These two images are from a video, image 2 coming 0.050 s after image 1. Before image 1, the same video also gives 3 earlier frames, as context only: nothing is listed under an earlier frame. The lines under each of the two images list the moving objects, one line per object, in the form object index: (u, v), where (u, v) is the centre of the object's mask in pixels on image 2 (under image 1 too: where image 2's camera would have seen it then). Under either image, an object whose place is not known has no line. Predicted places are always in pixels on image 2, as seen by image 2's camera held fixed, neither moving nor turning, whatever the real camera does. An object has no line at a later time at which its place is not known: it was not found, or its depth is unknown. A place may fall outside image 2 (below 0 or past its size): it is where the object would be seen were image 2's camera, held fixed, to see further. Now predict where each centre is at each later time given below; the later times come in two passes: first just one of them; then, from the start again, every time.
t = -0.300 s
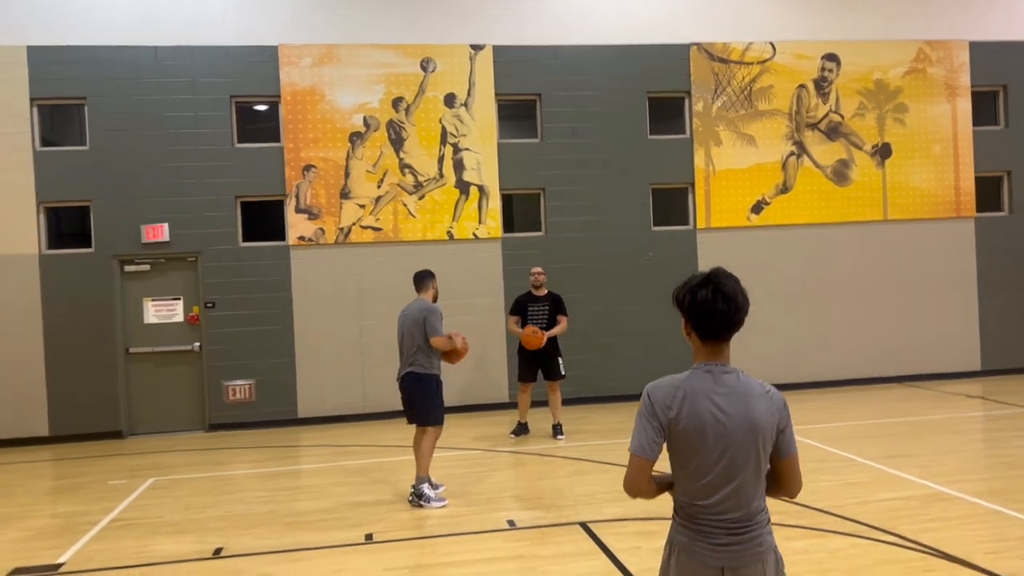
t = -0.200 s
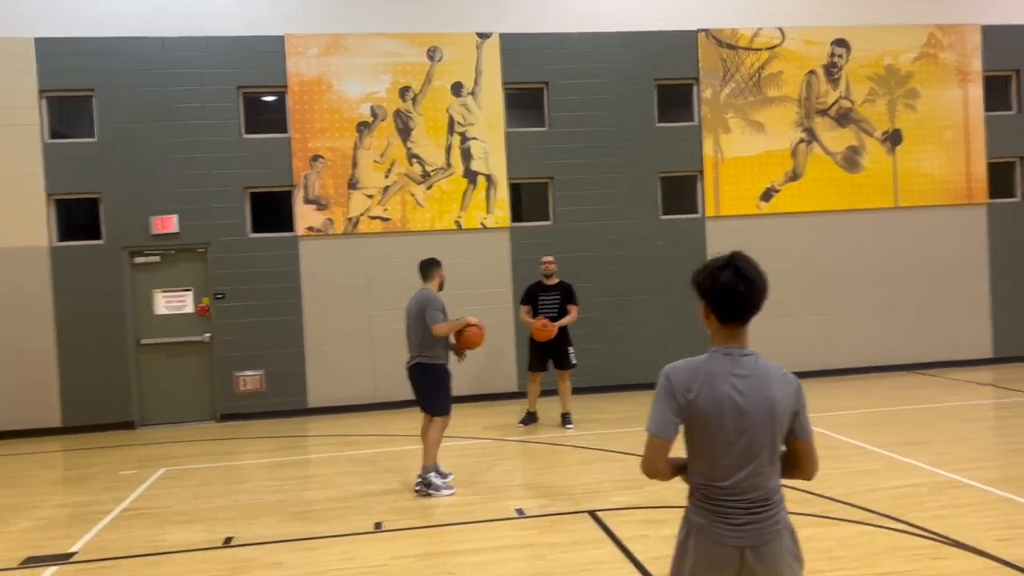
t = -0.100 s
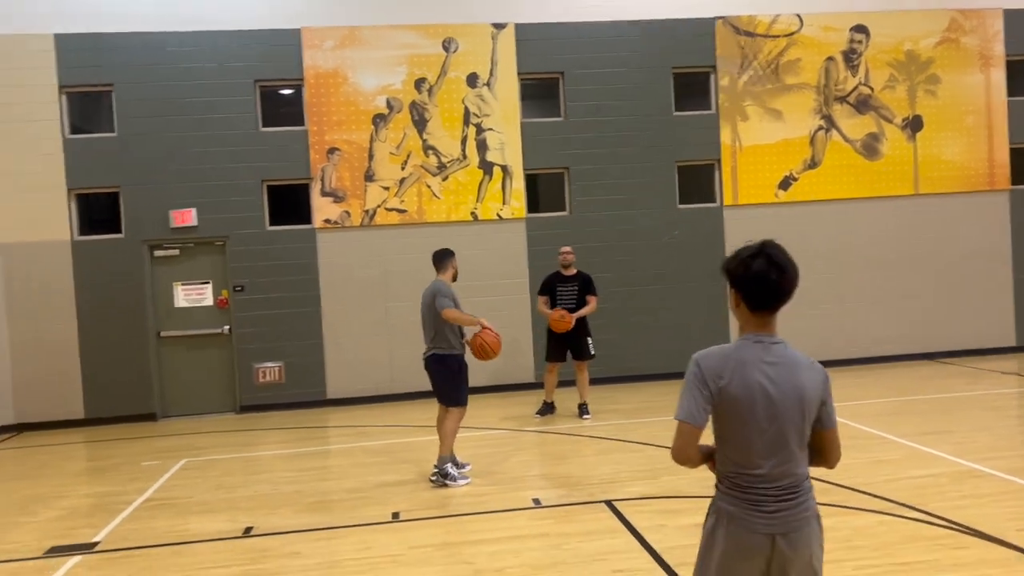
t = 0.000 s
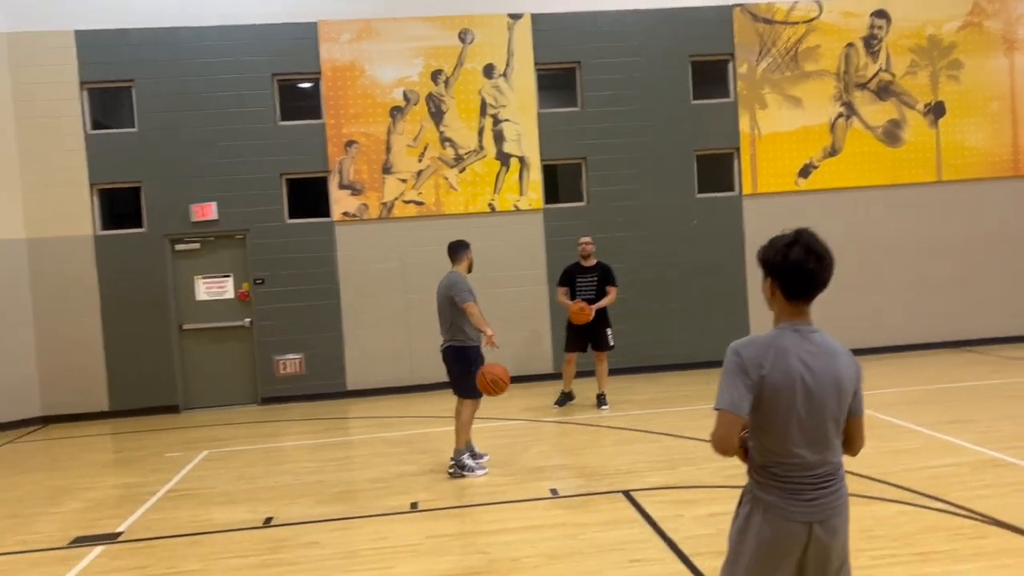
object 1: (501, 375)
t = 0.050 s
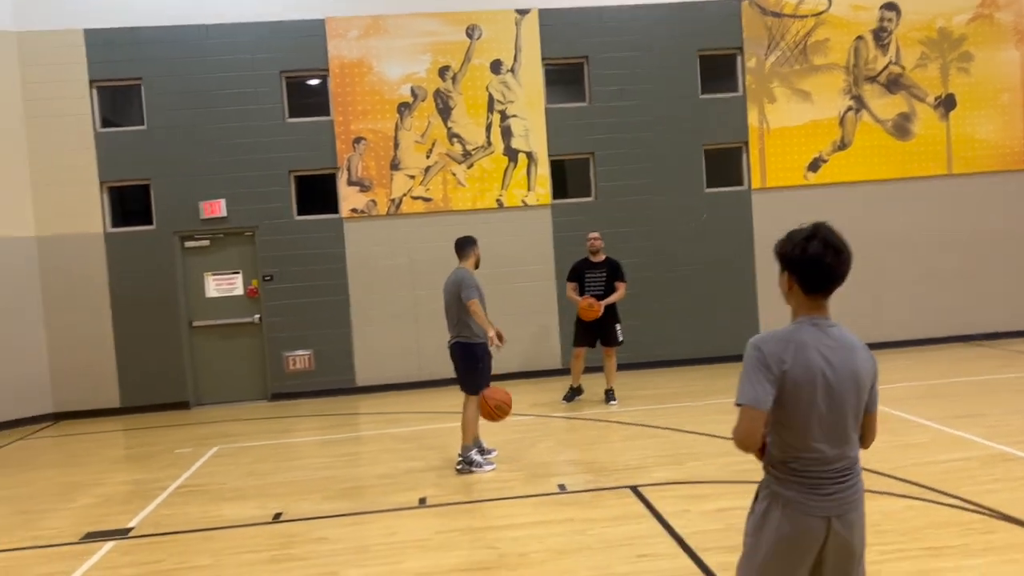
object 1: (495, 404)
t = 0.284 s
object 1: (456, 468)
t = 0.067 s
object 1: (493, 415)
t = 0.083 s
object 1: (490, 426)
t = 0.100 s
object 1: (488, 439)
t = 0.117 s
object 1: (486, 452)
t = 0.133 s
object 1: (484, 465)
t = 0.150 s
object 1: (481, 480)
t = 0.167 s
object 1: (479, 495)
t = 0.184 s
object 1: (477, 509)
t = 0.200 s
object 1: (474, 501)
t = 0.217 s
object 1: (471, 494)
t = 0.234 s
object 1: (467, 487)
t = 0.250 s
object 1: (464, 481)
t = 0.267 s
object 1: (460, 474)
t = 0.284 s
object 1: (456, 468)
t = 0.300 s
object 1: (452, 462)
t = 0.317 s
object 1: (449, 457)
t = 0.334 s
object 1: (445, 452)
